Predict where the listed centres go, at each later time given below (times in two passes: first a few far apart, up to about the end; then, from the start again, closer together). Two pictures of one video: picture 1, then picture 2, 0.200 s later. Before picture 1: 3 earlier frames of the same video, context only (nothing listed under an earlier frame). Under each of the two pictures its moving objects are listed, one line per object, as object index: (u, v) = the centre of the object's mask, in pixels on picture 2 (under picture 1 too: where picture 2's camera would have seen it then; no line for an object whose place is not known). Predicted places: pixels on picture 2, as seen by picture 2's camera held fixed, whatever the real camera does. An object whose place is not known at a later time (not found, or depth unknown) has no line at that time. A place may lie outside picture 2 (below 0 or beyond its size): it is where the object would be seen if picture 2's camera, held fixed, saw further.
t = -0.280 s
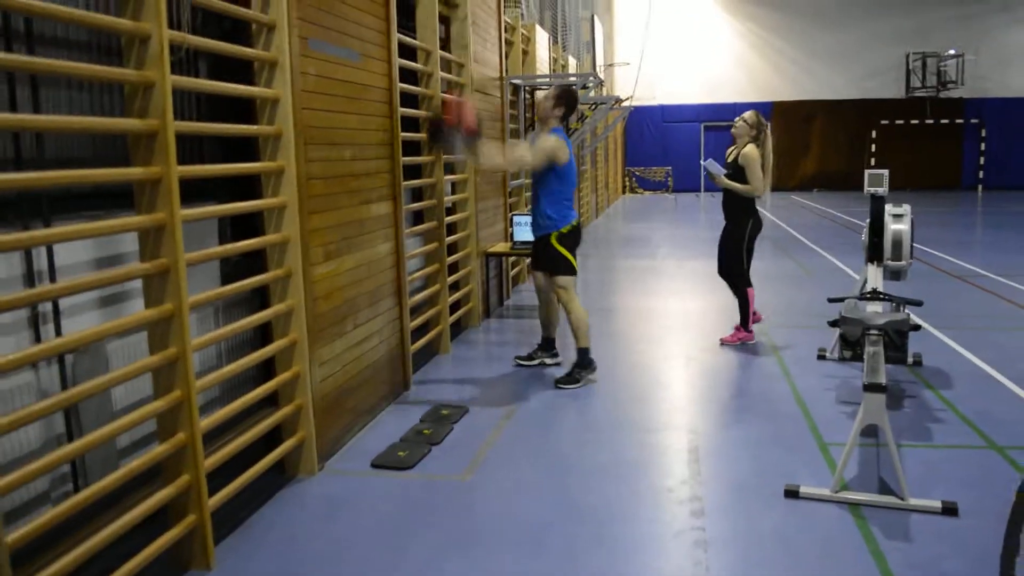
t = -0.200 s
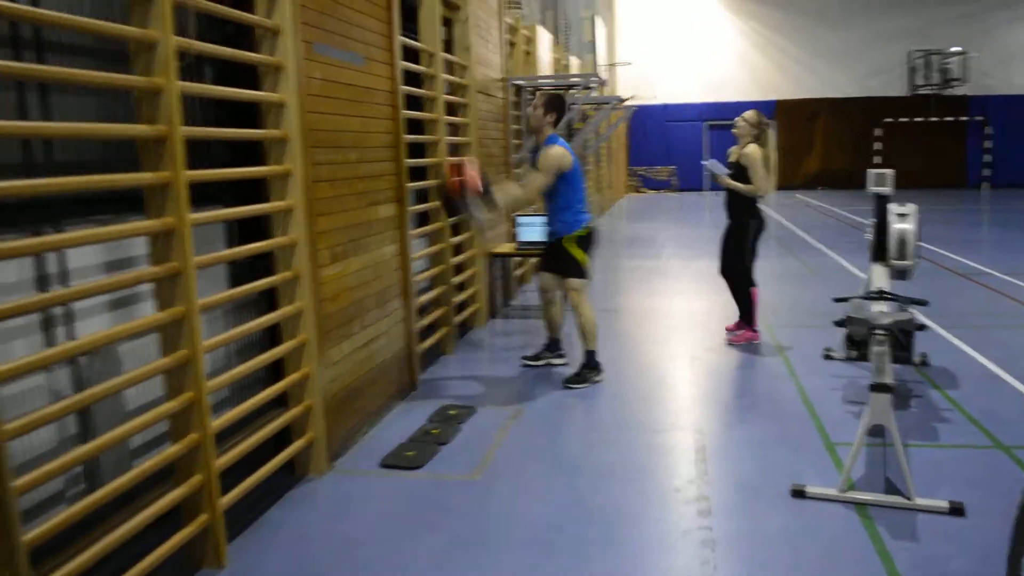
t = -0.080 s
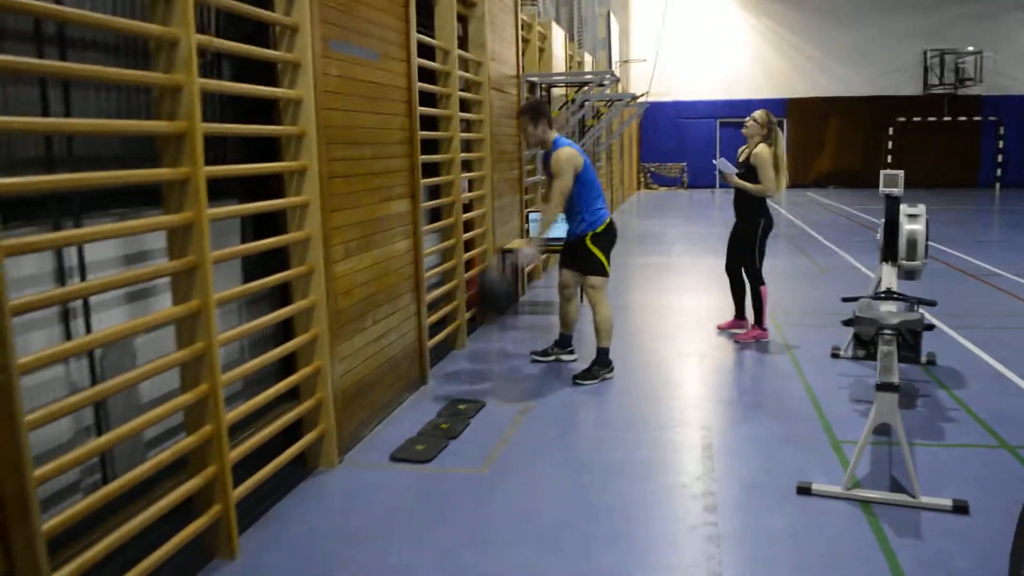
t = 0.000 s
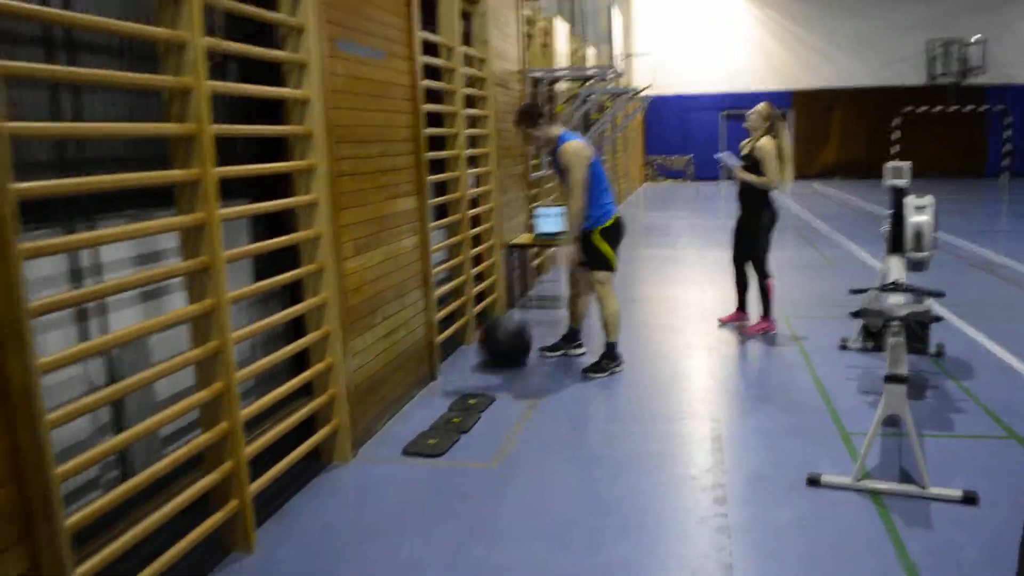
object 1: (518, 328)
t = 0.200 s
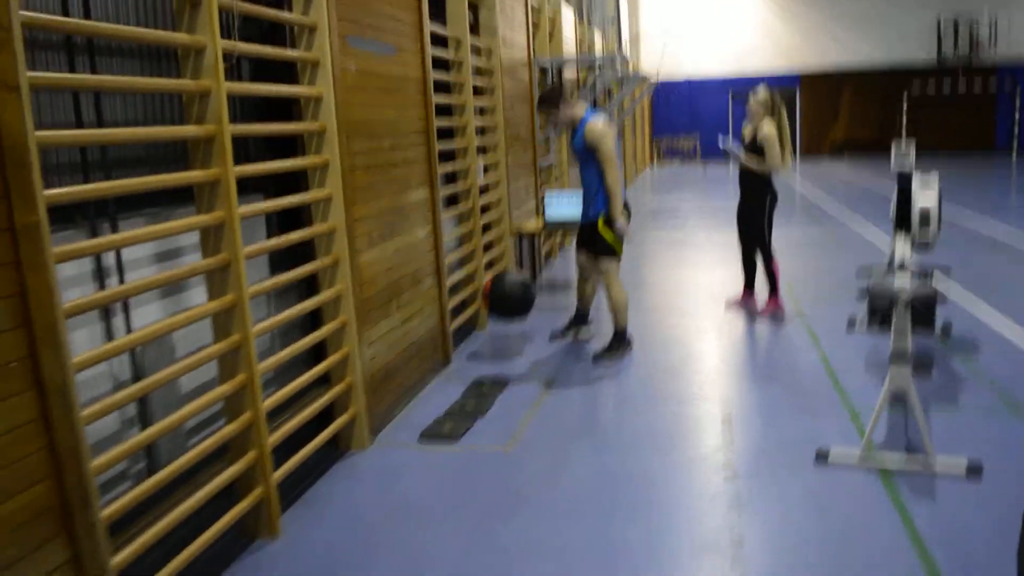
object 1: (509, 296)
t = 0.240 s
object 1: (508, 297)
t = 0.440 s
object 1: (503, 331)
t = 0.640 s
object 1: (489, 330)
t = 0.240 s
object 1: (508, 297)
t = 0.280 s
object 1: (507, 299)
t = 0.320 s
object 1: (506, 306)
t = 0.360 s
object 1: (505, 314)
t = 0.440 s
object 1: (503, 331)
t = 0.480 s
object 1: (500, 326)
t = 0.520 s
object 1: (496, 325)
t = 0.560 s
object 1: (495, 326)
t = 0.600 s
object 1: (492, 327)
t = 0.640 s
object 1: (489, 330)
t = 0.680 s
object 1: (484, 329)
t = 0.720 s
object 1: (484, 329)
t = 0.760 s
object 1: (484, 330)
